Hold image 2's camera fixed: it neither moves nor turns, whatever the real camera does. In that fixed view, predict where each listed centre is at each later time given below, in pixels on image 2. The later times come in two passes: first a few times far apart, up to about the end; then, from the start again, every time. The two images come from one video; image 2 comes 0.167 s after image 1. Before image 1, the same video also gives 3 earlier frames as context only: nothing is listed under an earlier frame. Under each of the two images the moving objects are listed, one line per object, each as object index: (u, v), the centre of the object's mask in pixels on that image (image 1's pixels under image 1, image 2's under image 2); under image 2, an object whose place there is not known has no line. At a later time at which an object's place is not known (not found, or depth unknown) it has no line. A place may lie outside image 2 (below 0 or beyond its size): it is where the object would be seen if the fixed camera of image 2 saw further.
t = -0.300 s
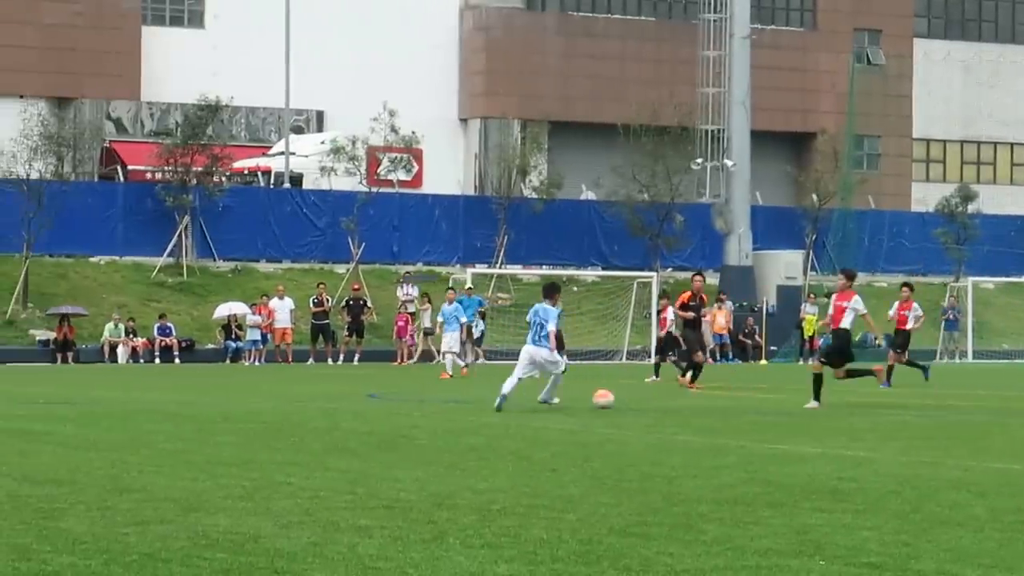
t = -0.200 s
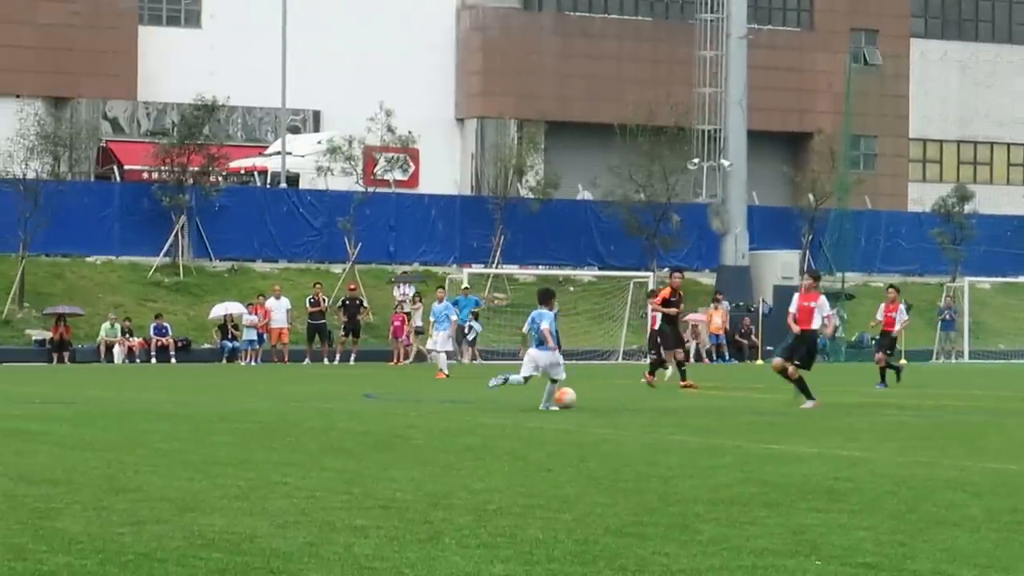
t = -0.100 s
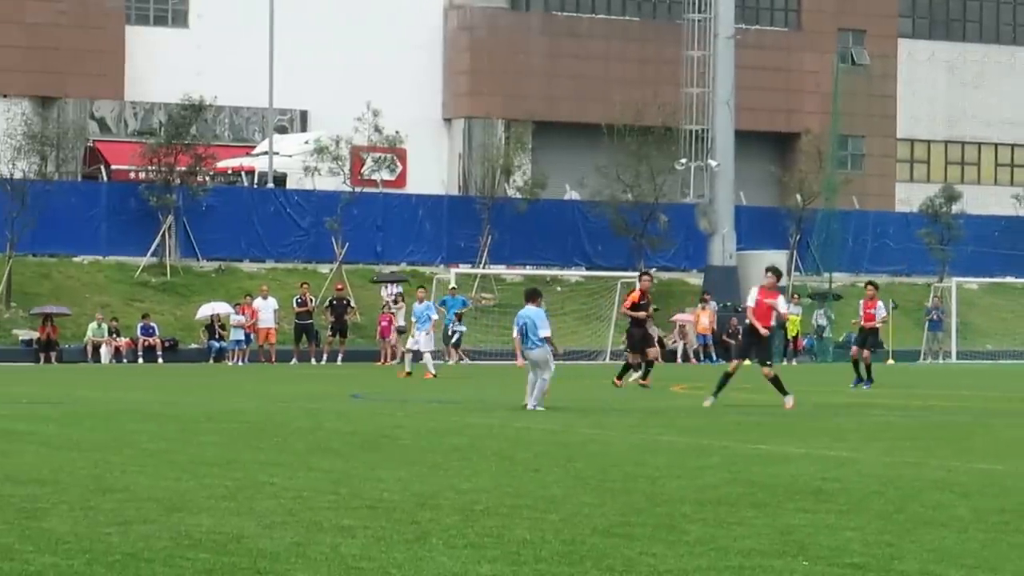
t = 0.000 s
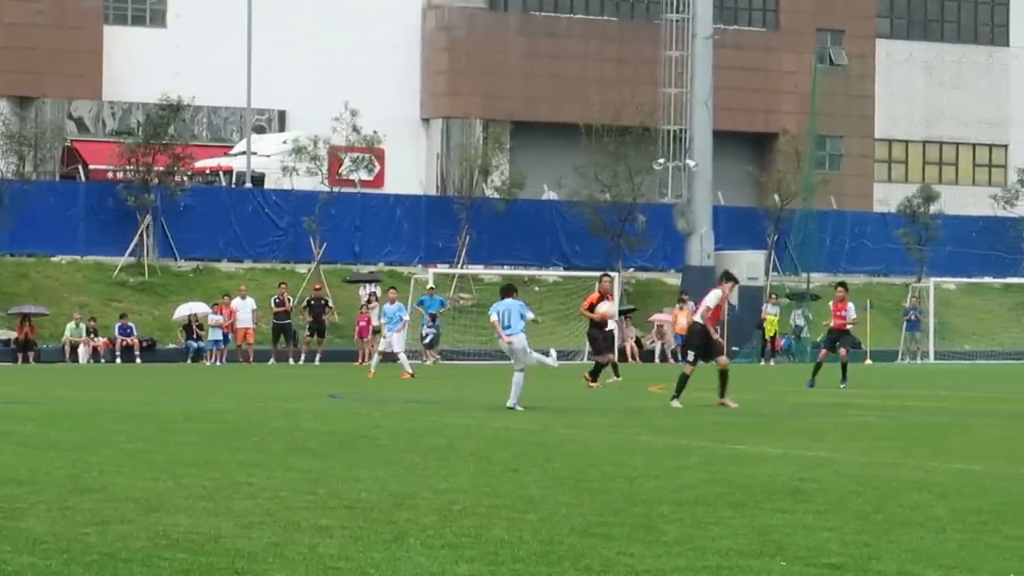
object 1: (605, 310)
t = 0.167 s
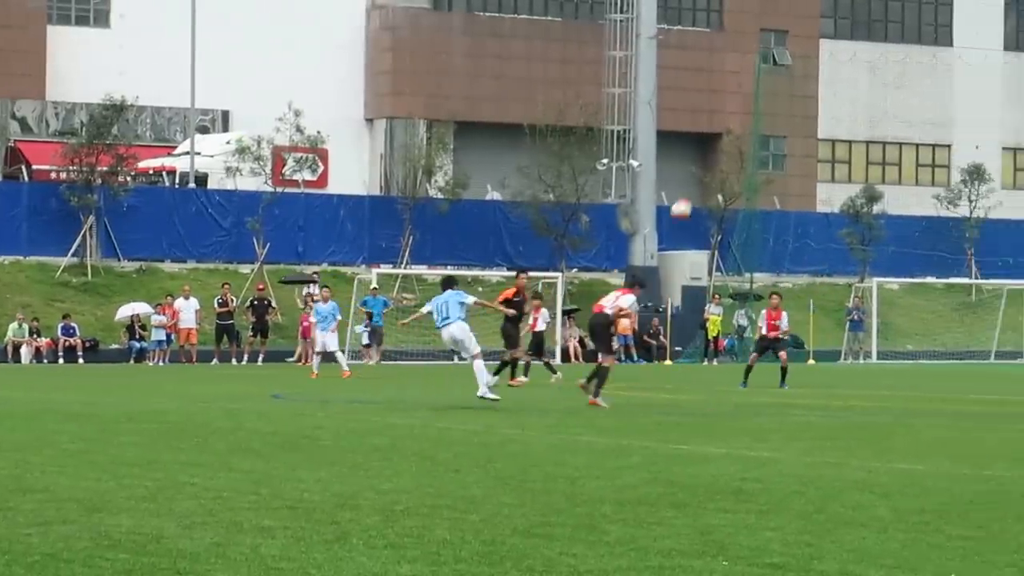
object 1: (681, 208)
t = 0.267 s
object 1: (749, 162)
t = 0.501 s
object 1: (893, 88)
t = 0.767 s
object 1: (1036, 51)
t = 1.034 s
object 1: (1160, 59)
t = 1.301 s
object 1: (1270, 106)
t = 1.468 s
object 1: (1334, 154)
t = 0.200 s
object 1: (705, 191)
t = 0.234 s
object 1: (727, 176)
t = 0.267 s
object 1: (749, 162)
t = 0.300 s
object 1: (771, 148)
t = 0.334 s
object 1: (793, 136)
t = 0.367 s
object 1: (813, 125)
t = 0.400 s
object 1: (833, 115)
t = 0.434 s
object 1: (854, 105)
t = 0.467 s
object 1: (873, 97)
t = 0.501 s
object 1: (893, 88)
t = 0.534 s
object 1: (912, 81)
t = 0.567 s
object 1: (931, 74)
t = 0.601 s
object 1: (949, 68)
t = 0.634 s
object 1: (966, 64)
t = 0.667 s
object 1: (984, 60)
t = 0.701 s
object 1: (1000, 56)
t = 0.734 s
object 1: (1019, 53)
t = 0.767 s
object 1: (1036, 51)
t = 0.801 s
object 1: (1052, 50)
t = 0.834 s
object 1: (1069, 49)
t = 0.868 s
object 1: (1085, 49)
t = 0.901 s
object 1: (1100, 50)
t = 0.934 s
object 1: (1116, 51)
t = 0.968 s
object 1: (1131, 54)
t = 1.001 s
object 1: (1147, 56)
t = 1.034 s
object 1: (1160, 59)
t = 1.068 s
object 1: (1173, 64)
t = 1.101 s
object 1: (1187, 69)
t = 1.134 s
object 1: (1202, 73)
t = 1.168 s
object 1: (1217, 79)
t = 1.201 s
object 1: (1231, 84)
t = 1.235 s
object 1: (1244, 91)
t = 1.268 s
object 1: (1255, 99)
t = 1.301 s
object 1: (1270, 106)
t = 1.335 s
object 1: (1282, 115)
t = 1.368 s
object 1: (1295, 124)
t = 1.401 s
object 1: (1308, 134)
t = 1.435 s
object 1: (1321, 144)
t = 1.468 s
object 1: (1334, 154)
